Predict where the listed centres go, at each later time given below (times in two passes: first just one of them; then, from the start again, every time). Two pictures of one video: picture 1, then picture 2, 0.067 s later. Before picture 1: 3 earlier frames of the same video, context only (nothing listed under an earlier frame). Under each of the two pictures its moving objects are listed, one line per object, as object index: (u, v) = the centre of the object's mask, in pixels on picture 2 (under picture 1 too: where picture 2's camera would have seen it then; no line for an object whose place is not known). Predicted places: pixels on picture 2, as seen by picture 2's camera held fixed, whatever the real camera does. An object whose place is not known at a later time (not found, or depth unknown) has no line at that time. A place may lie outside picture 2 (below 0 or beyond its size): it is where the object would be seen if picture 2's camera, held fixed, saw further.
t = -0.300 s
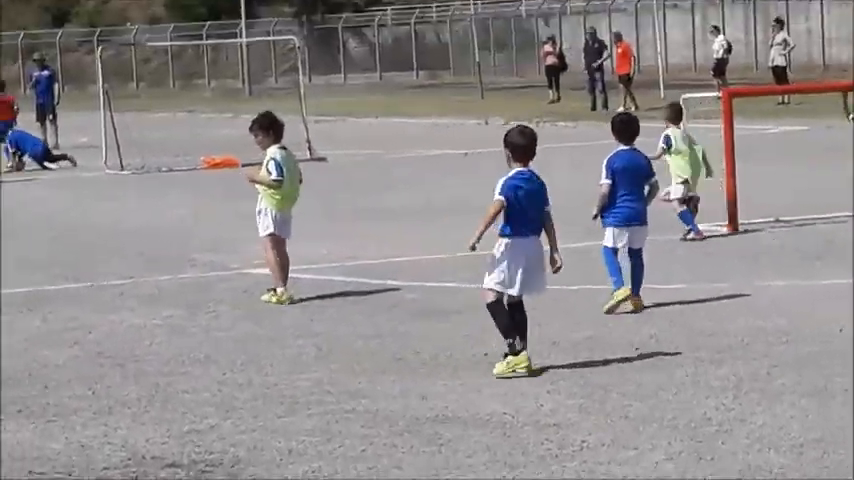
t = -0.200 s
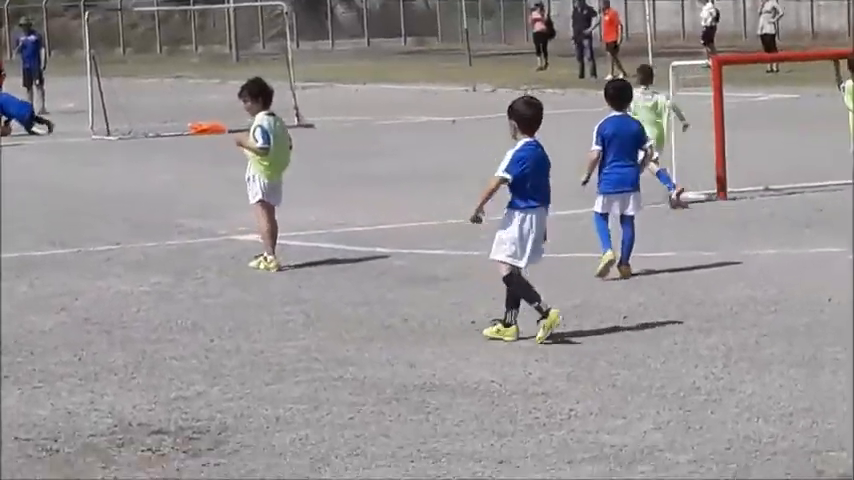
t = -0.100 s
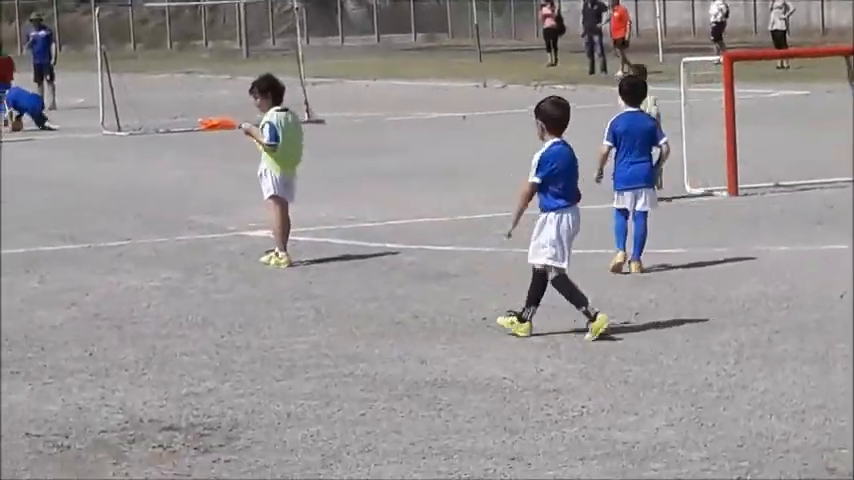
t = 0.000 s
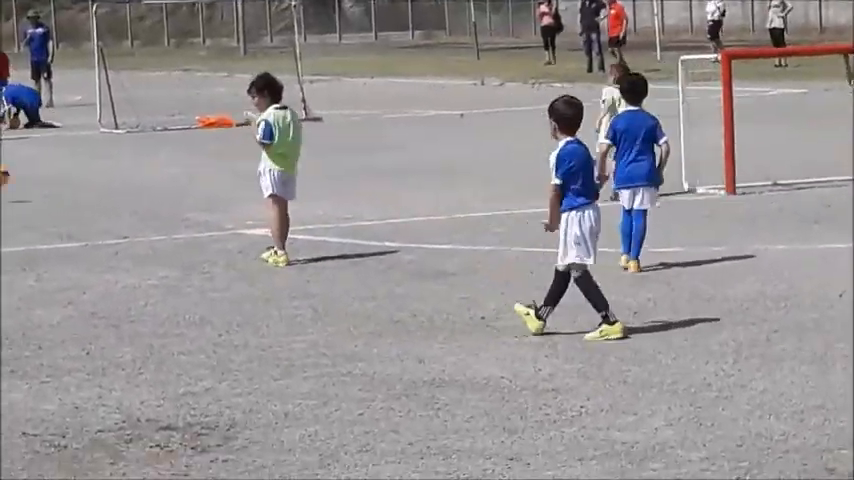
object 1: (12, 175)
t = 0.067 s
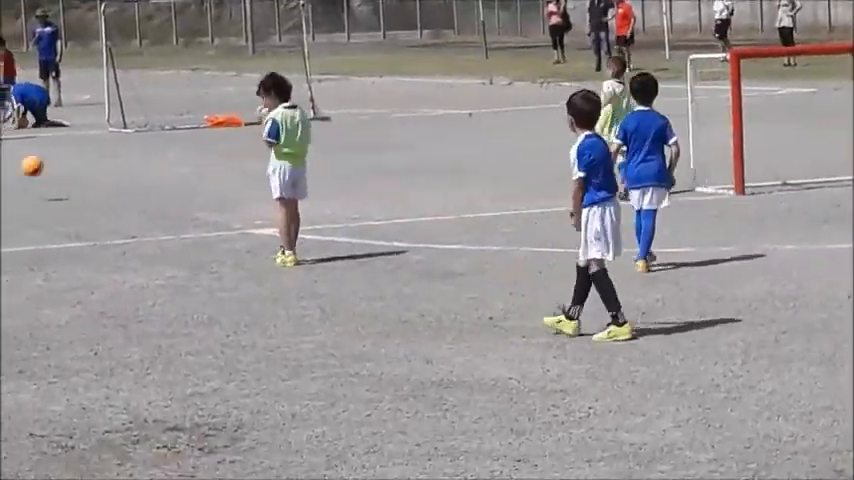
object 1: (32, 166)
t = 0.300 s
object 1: (124, 175)
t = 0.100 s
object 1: (45, 163)
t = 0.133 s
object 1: (59, 163)
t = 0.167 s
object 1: (71, 163)
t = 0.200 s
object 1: (84, 163)
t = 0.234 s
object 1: (97, 166)
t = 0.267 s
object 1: (110, 170)
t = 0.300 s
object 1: (124, 175)
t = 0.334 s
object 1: (137, 182)
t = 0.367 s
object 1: (149, 182)
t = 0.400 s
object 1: (160, 175)
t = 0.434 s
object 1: (171, 169)
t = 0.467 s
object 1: (183, 165)
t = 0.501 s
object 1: (194, 163)
